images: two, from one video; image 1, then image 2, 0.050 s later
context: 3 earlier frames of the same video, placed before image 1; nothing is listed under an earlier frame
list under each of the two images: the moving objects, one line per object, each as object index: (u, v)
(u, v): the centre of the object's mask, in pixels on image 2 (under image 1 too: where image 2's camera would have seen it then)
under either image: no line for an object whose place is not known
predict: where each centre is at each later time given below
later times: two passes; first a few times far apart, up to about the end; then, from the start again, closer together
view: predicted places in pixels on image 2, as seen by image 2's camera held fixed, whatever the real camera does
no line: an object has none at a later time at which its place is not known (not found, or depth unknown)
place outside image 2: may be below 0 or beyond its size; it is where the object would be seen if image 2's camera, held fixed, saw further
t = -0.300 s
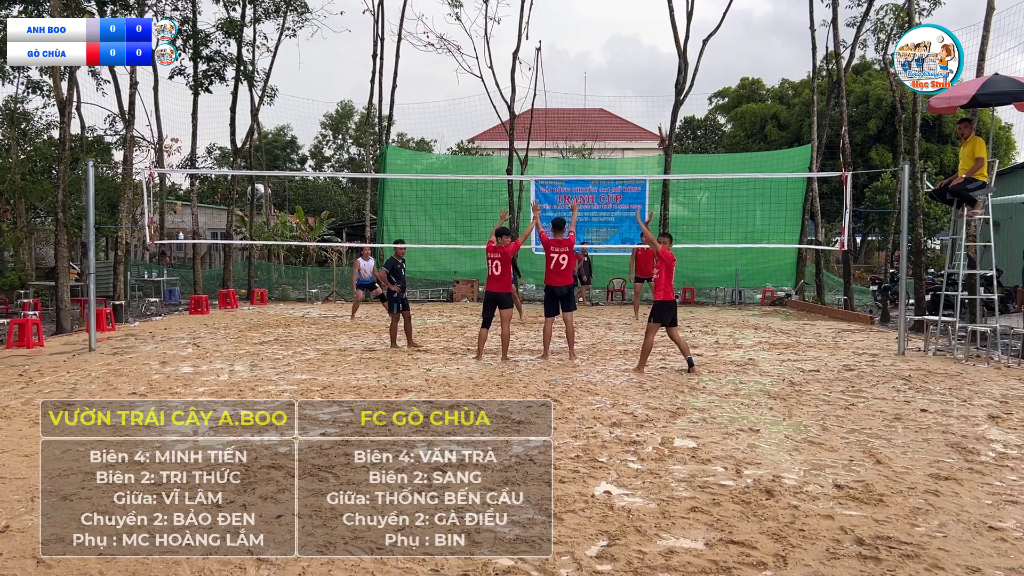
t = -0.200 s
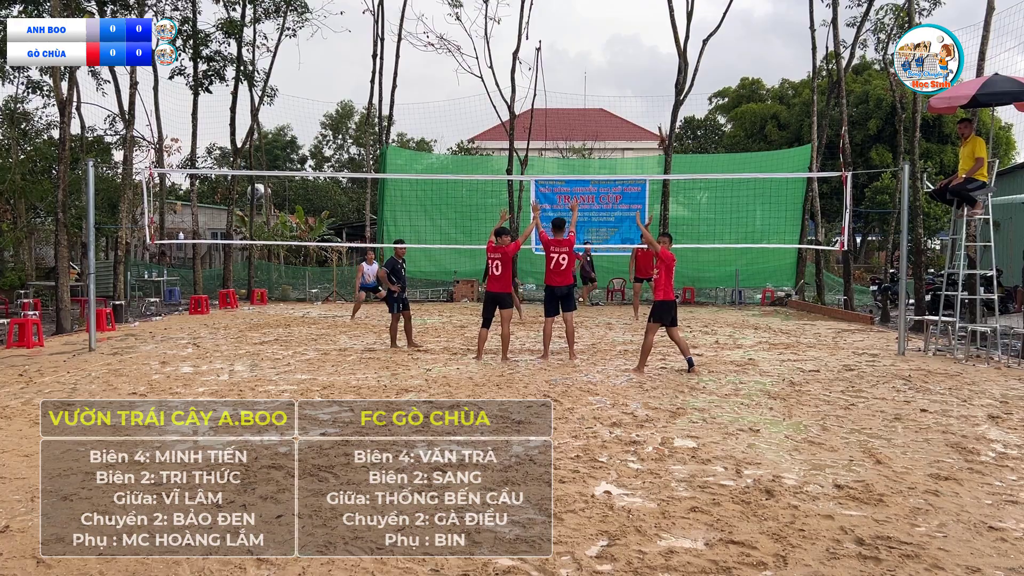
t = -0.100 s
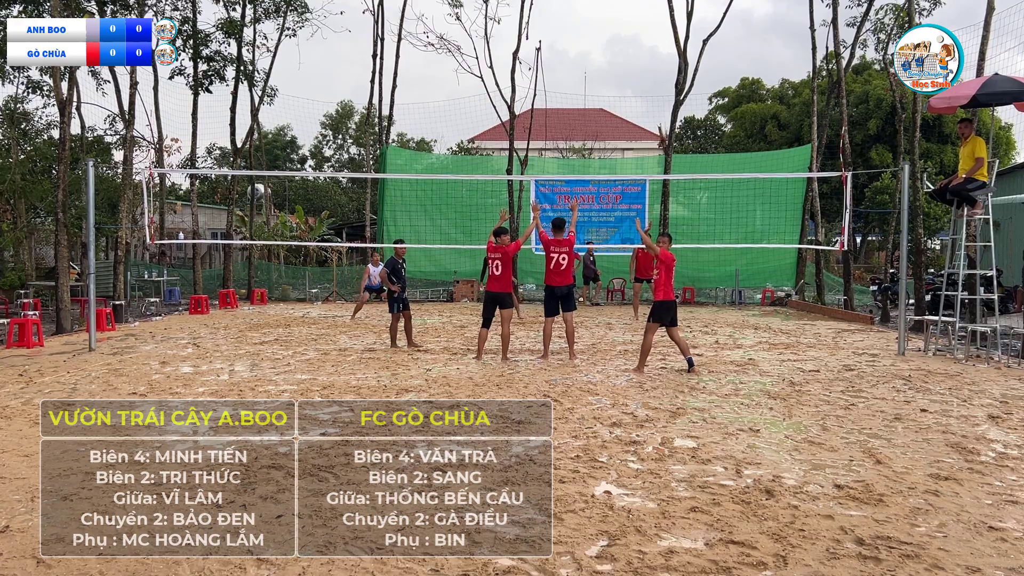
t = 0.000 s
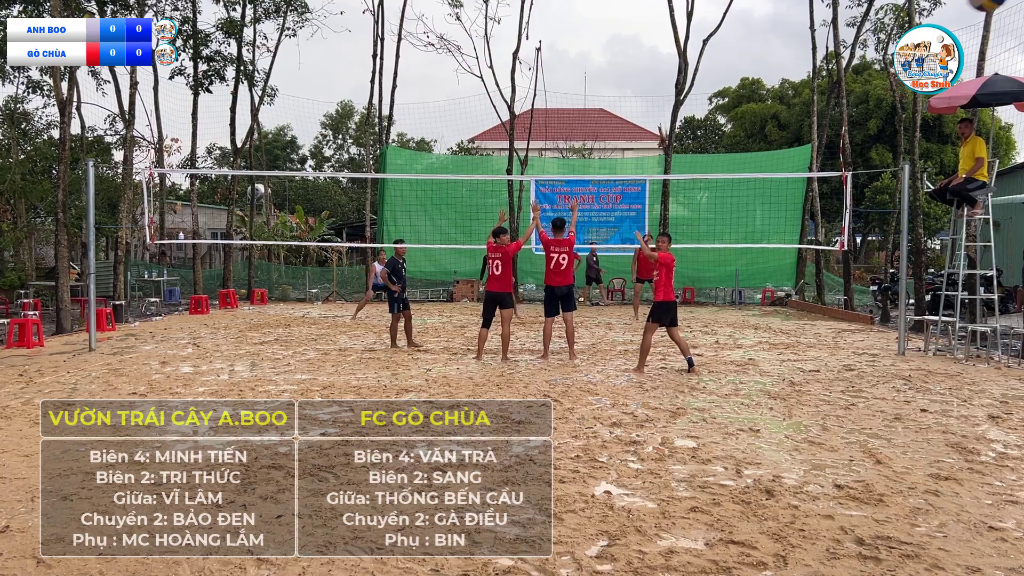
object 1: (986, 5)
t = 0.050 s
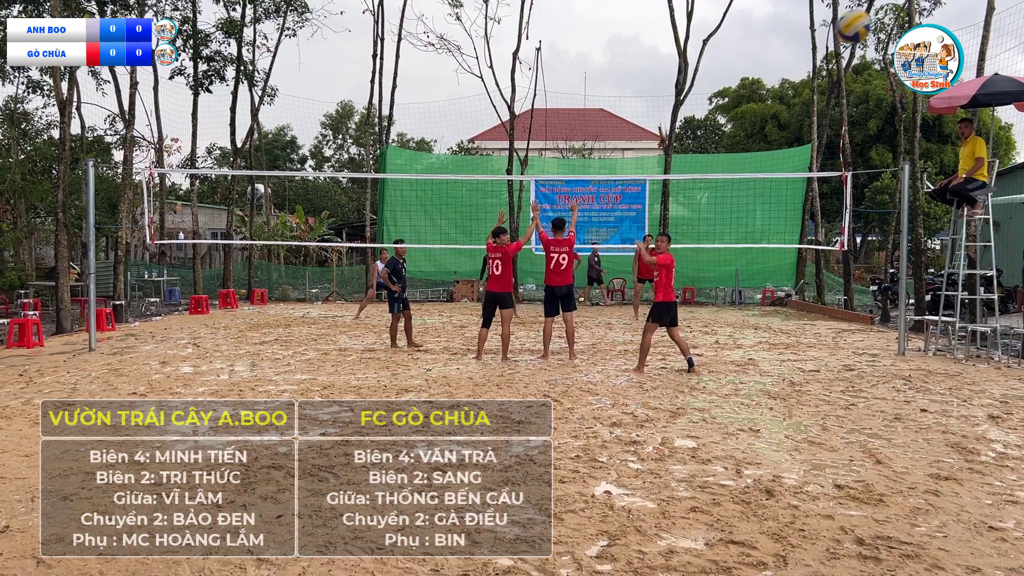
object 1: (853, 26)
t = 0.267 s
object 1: (564, 125)
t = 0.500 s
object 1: (442, 204)
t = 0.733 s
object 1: (430, 235)
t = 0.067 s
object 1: (819, 36)
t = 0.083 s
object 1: (786, 46)
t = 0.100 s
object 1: (757, 55)
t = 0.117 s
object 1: (730, 63)
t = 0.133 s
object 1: (706, 71)
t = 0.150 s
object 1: (683, 79)
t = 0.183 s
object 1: (643, 93)
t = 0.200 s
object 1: (625, 100)
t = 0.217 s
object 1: (608, 106)
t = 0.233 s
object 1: (592, 113)
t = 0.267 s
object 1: (564, 125)
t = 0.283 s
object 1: (551, 130)
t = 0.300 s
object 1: (538, 137)
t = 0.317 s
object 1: (527, 142)
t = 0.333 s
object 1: (516, 148)
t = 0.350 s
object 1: (505, 154)
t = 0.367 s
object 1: (494, 159)
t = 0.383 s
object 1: (485, 164)
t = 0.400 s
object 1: (475, 170)
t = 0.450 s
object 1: (450, 186)
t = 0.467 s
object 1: (446, 192)
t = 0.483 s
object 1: (444, 198)
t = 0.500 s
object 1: (442, 204)
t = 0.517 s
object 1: (440, 210)
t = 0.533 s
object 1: (438, 215)
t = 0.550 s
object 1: (437, 220)
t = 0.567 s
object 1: (436, 224)
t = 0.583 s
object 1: (436, 224)
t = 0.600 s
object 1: (435, 224)
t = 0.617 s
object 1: (435, 225)
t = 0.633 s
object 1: (434, 225)
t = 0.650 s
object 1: (433, 226)
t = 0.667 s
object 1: (433, 226)
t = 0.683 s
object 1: (432, 228)
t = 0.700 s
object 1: (431, 230)
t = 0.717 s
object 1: (431, 232)
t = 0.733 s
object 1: (430, 235)
